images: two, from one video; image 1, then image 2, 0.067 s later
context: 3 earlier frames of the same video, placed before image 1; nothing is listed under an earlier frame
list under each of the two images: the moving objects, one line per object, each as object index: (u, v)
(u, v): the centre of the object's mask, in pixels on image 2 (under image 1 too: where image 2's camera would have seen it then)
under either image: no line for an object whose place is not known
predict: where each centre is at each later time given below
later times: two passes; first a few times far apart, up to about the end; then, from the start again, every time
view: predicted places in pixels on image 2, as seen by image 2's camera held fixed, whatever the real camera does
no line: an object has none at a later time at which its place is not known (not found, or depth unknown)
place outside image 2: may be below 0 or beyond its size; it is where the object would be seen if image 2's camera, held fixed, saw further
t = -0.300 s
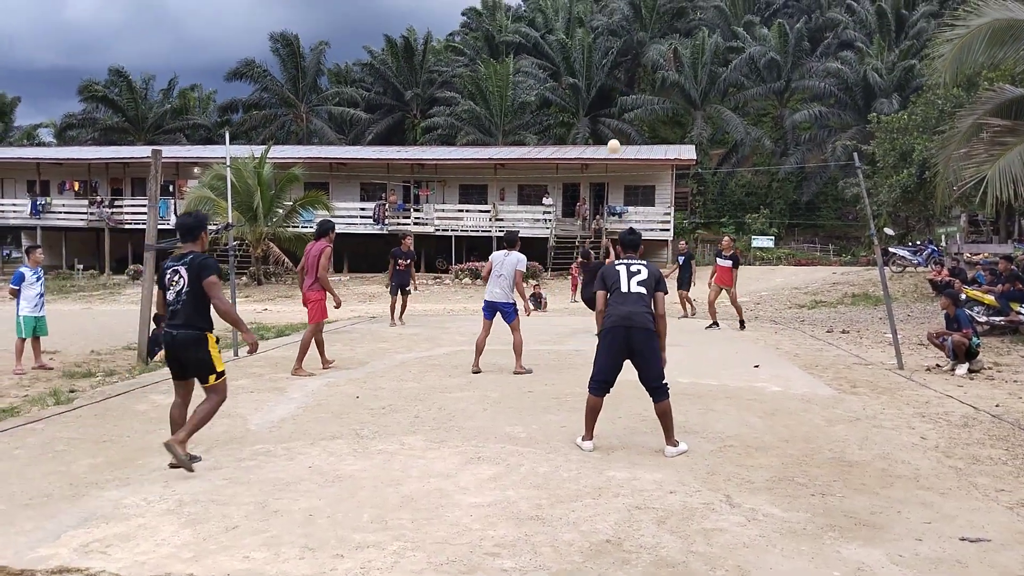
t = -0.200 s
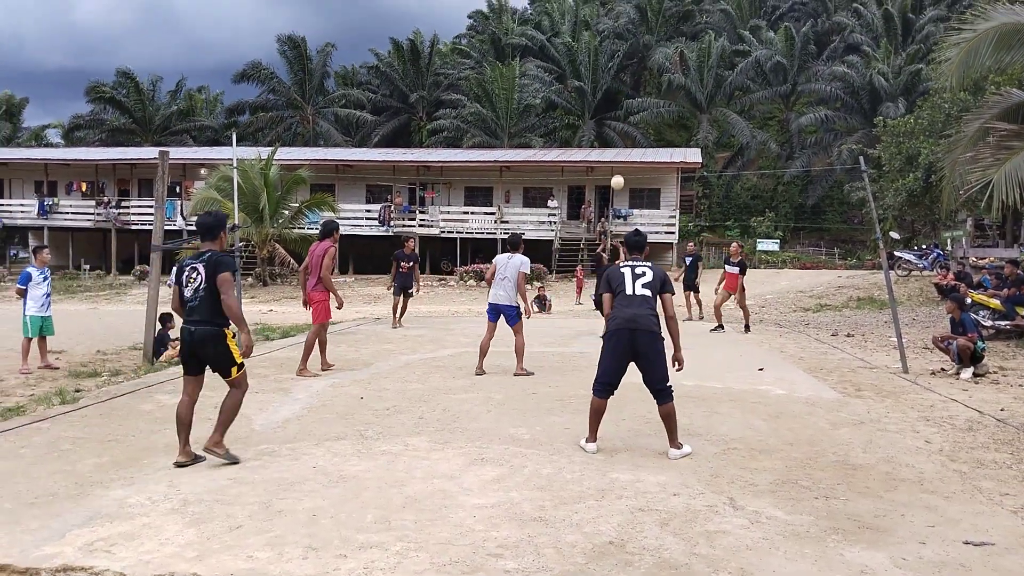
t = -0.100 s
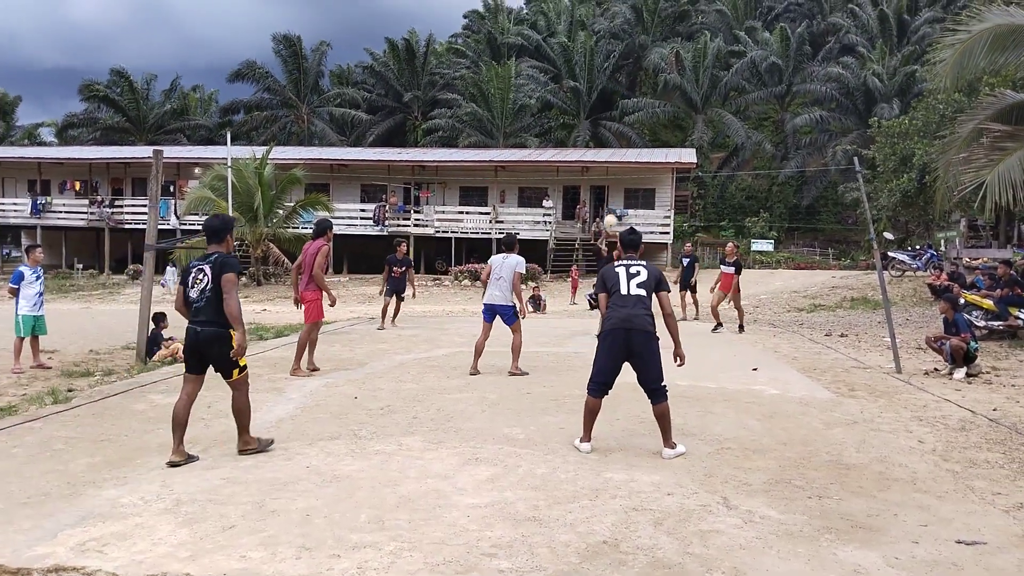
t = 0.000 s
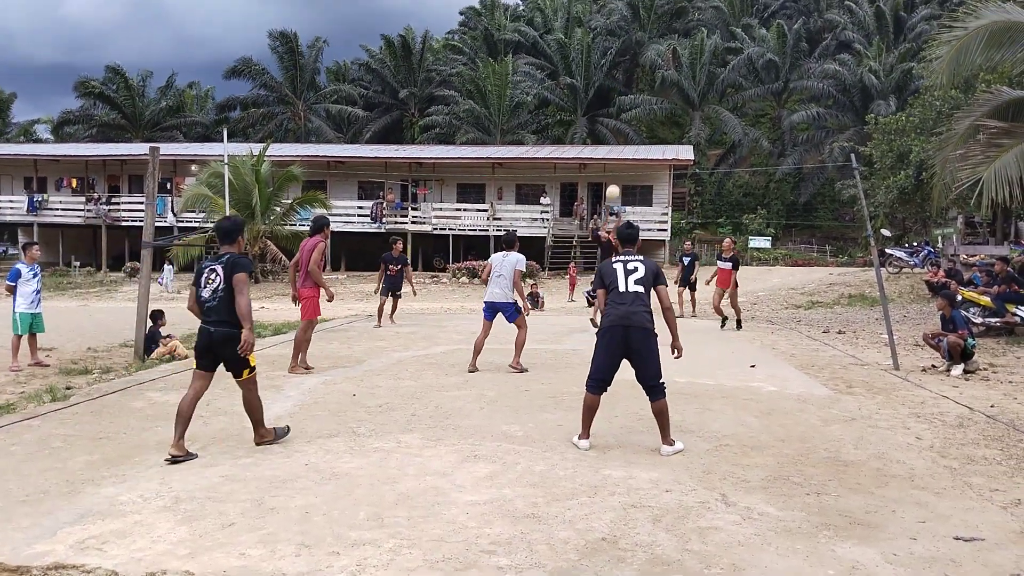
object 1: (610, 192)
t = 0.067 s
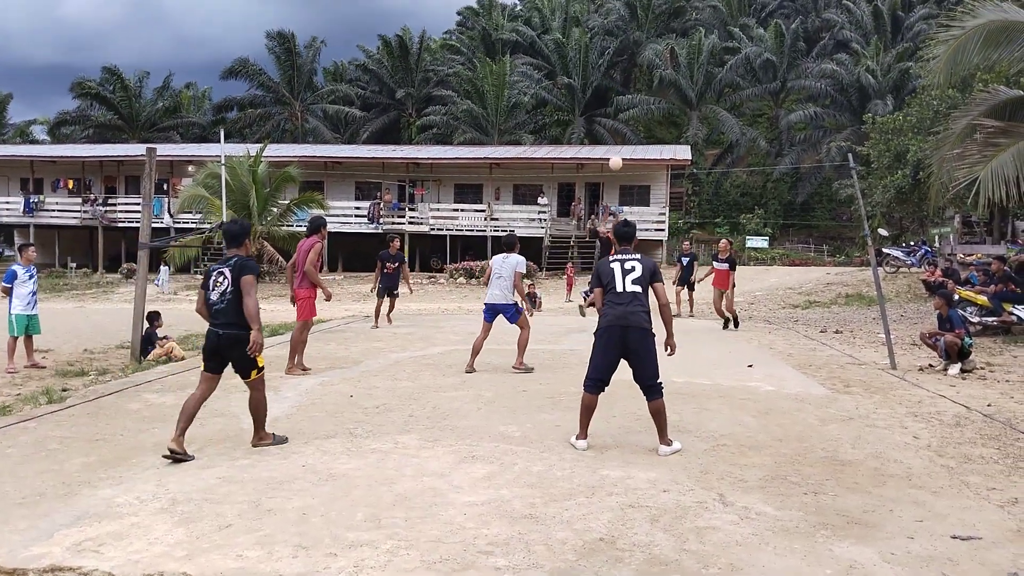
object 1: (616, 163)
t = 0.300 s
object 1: (632, 80)
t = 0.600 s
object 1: (652, 23)
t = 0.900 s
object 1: (671, 24)
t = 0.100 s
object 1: (618, 147)
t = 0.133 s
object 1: (620, 136)
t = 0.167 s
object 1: (623, 124)
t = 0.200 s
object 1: (626, 112)
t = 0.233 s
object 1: (628, 100)
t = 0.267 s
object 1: (630, 90)
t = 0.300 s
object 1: (632, 80)
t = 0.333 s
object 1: (635, 71)
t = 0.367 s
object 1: (637, 63)
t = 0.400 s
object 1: (639, 55)
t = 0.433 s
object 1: (642, 47)
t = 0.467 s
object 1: (644, 41)
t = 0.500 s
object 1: (646, 35)
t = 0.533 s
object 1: (648, 31)
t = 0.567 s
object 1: (650, 26)
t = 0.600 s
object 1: (652, 23)
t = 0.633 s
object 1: (654, 20)
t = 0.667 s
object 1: (656, 18)
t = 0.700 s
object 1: (658, 17)
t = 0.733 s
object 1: (661, 16)
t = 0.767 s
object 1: (663, 17)
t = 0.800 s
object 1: (665, 17)
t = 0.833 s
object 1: (666, 20)
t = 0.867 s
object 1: (668, 21)
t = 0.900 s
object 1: (671, 24)
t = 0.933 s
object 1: (674, 27)
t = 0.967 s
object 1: (676, 31)
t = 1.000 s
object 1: (677, 37)
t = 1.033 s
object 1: (678, 43)
